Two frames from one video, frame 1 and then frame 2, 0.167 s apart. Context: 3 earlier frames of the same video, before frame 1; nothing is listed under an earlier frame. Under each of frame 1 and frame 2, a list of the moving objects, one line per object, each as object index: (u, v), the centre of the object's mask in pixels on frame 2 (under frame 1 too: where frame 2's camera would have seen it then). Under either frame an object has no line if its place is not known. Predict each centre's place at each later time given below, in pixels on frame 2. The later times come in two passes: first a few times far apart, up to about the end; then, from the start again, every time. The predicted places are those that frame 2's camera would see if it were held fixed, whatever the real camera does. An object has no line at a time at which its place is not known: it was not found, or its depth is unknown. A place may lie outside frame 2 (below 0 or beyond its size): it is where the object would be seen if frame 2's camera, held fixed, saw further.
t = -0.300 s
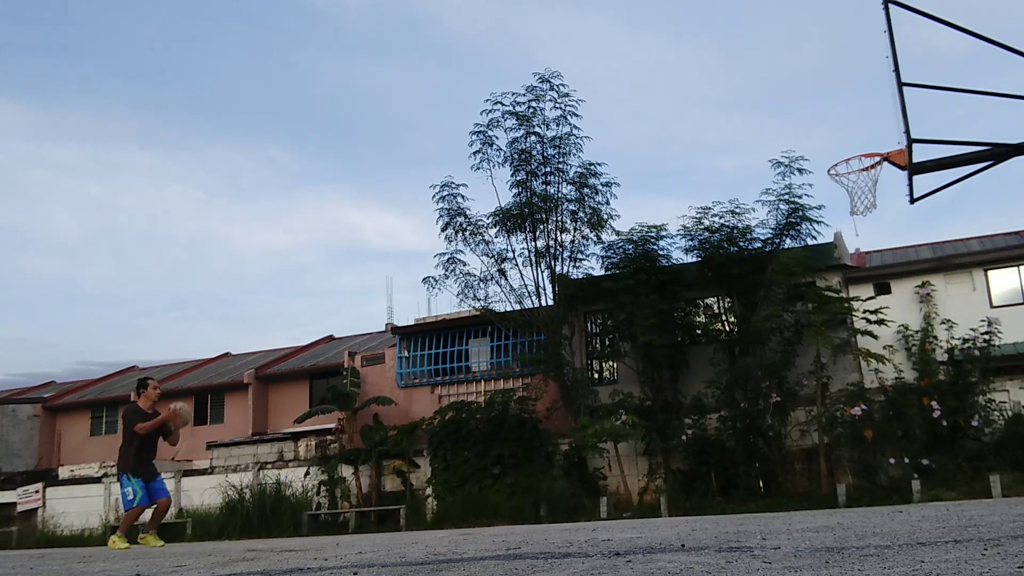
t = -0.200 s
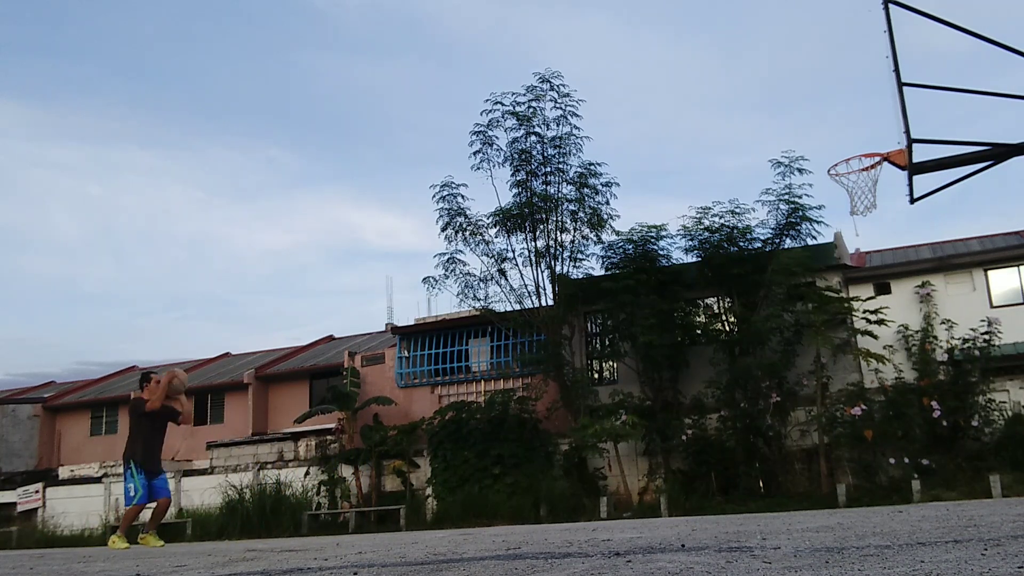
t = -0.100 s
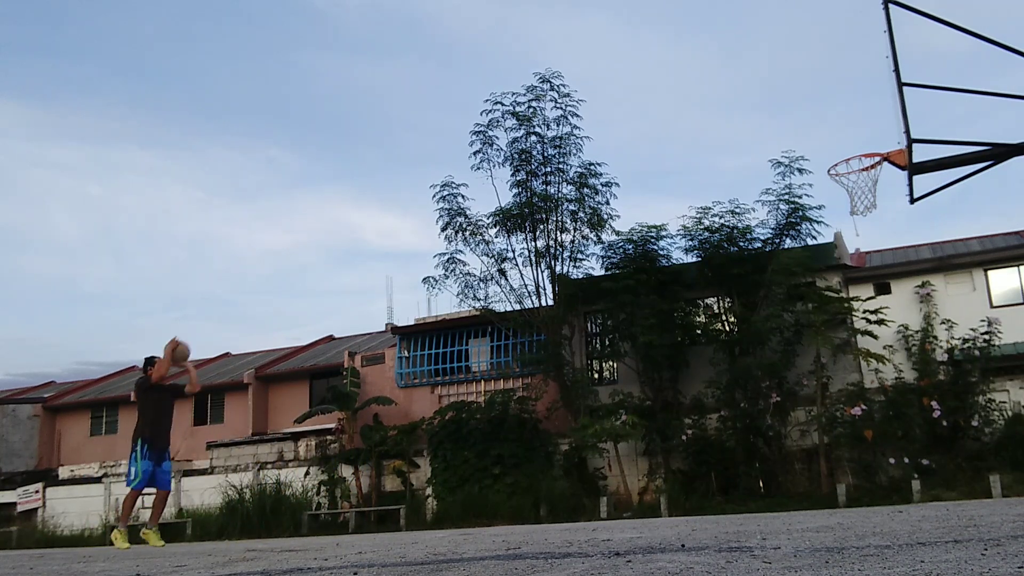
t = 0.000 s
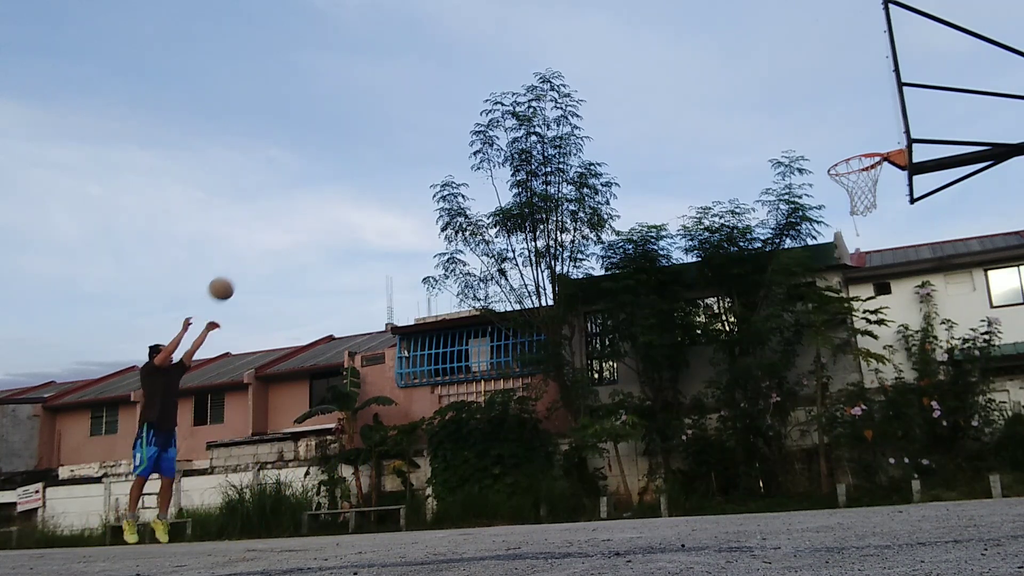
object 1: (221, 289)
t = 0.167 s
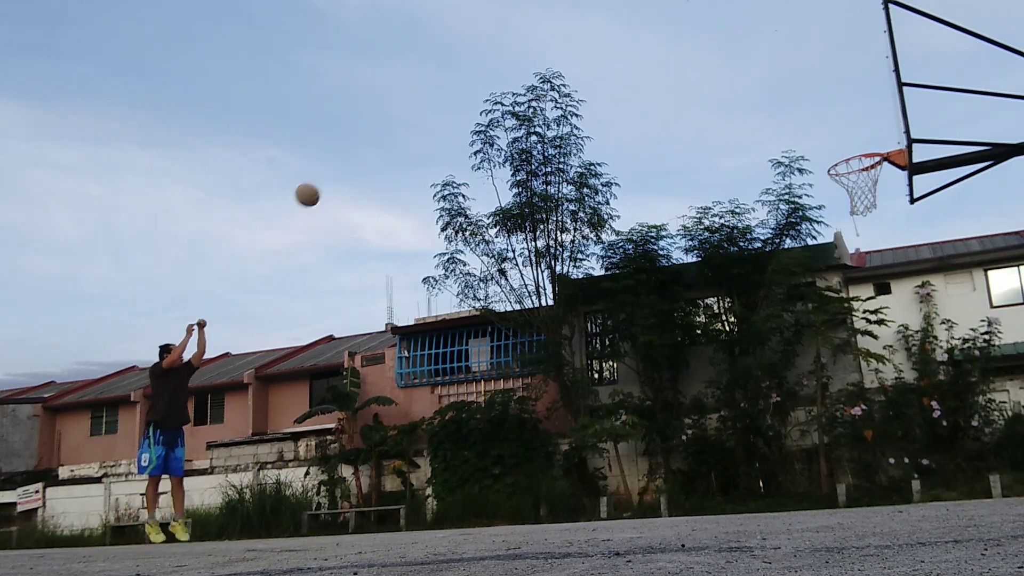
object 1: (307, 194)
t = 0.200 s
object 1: (324, 179)
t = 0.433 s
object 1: (441, 102)
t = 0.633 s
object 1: (542, 75)
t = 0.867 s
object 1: (666, 90)
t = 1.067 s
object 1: (782, 147)
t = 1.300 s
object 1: (773, 251)
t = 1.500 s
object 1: (728, 367)
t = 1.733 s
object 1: (689, 495)
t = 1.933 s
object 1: (649, 427)
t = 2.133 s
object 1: (618, 402)
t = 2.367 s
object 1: (588, 414)
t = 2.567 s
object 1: (568, 457)
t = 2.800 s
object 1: (547, 503)
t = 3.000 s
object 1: (526, 471)
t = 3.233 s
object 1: (506, 471)
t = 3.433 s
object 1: (492, 502)
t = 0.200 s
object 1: (324, 179)
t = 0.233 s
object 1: (341, 165)
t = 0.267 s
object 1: (358, 152)
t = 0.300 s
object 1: (374, 140)
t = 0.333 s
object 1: (391, 129)
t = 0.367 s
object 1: (408, 119)
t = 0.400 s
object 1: (424, 110)
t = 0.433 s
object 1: (441, 102)
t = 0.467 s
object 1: (458, 95)
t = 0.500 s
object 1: (474, 89)
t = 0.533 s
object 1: (491, 84)
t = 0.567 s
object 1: (508, 80)
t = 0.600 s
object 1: (525, 77)
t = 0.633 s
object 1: (542, 75)
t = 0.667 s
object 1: (559, 74)
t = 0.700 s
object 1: (577, 74)
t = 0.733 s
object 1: (594, 75)
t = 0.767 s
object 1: (612, 77)
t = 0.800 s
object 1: (629, 81)
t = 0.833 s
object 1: (647, 85)
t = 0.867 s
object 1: (666, 90)
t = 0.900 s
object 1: (684, 97)
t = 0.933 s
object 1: (703, 104)
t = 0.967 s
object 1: (723, 113)
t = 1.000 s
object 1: (742, 123)
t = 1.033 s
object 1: (761, 134)
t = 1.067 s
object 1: (782, 147)
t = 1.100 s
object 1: (802, 161)
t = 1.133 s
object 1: (822, 175)
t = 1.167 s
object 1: (813, 188)
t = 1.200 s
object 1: (803, 203)
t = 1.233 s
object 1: (793, 218)
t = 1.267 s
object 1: (784, 235)
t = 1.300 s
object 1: (773, 251)
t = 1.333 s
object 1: (765, 269)
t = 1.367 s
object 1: (757, 287)
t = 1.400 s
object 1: (749, 306)
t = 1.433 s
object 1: (742, 326)
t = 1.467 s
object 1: (735, 346)
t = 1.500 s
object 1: (728, 367)
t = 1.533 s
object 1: (721, 389)
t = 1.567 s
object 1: (716, 411)
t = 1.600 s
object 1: (711, 434)
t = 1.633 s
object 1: (706, 458)
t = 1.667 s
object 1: (702, 482)
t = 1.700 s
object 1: (696, 506)
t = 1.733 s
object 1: (689, 495)
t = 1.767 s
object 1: (682, 480)
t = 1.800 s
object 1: (675, 467)
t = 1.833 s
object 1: (668, 456)
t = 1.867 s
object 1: (661, 445)
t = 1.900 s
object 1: (655, 436)
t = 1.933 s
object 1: (649, 427)
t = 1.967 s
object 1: (643, 421)
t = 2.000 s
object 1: (638, 415)
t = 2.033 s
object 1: (632, 410)
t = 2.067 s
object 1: (628, 406)
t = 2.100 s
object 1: (622, 404)
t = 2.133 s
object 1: (618, 402)
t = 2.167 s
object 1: (613, 401)
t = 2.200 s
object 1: (608, 401)
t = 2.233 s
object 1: (604, 402)
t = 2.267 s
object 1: (600, 403)
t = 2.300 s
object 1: (596, 406)
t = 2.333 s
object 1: (592, 409)
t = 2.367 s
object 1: (588, 414)
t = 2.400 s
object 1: (585, 419)
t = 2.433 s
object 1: (581, 425)
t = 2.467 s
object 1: (578, 432)
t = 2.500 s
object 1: (574, 439)
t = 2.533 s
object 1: (571, 448)
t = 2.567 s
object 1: (568, 457)
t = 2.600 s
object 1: (565, 467)
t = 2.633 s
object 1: (562, 477)
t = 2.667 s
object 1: (560, 489)
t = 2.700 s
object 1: (557, 502)
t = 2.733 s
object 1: (554, 514)
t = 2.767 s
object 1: (550, 512)
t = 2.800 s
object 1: (547, 503)
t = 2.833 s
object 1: (543, 495)
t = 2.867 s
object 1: (540, 489)
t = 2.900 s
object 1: (536, 483)
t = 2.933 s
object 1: (533, 478)
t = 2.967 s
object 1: (529, 474)
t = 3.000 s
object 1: (526, 471)
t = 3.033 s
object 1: (523, 469)
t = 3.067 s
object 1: (520, 467)
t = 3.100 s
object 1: (517, 466)
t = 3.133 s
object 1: (515, 466)
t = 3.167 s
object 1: (512, 467)
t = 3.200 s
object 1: (509, 469)
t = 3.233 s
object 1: (506, 471)
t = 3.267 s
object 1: (504, 474)
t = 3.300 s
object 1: (502, 478)
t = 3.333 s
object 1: (499, 483)
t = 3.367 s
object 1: (497, 489)
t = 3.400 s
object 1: (495, 495)
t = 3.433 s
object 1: (492, 502)
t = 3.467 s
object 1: (490, 509)
